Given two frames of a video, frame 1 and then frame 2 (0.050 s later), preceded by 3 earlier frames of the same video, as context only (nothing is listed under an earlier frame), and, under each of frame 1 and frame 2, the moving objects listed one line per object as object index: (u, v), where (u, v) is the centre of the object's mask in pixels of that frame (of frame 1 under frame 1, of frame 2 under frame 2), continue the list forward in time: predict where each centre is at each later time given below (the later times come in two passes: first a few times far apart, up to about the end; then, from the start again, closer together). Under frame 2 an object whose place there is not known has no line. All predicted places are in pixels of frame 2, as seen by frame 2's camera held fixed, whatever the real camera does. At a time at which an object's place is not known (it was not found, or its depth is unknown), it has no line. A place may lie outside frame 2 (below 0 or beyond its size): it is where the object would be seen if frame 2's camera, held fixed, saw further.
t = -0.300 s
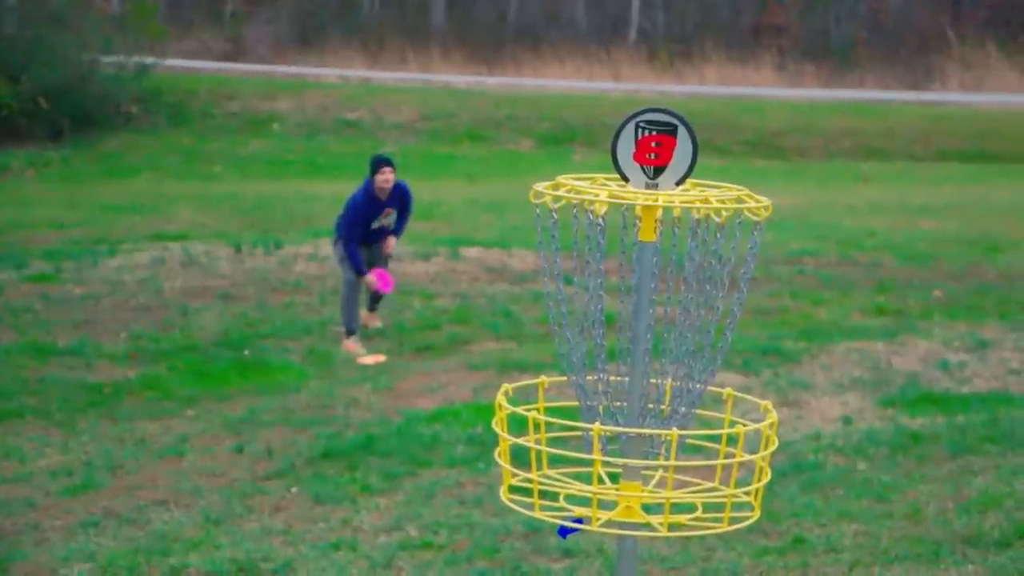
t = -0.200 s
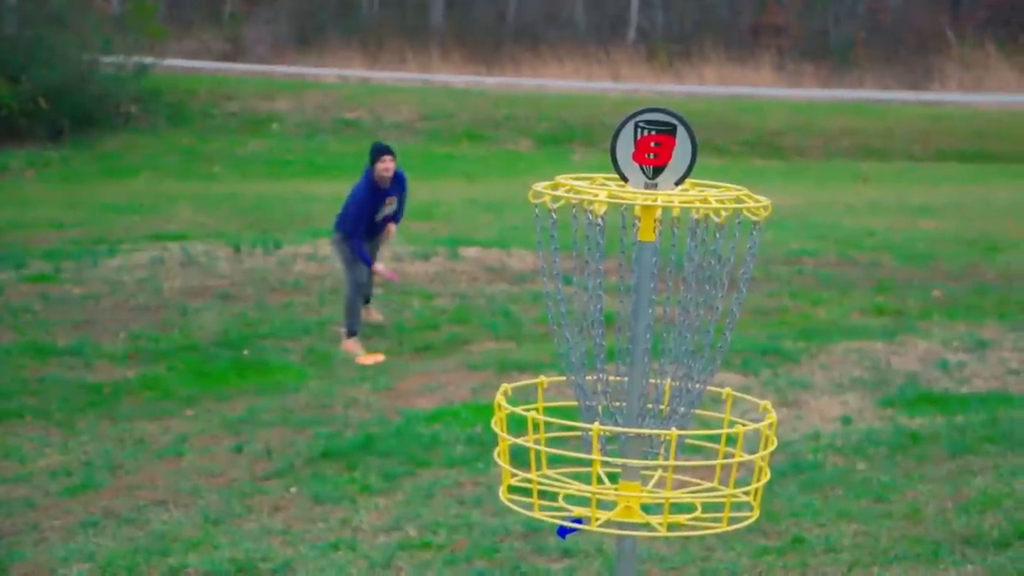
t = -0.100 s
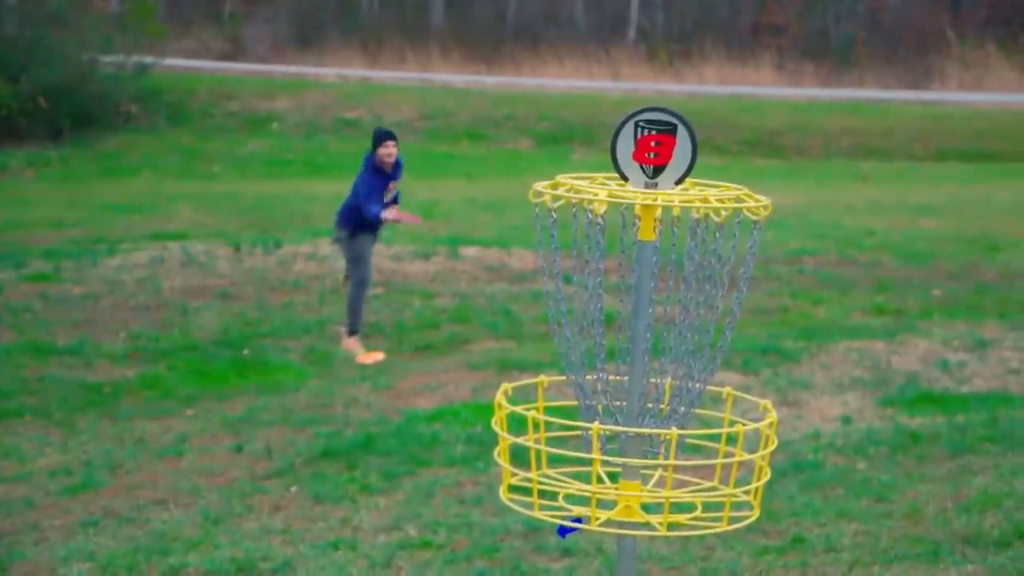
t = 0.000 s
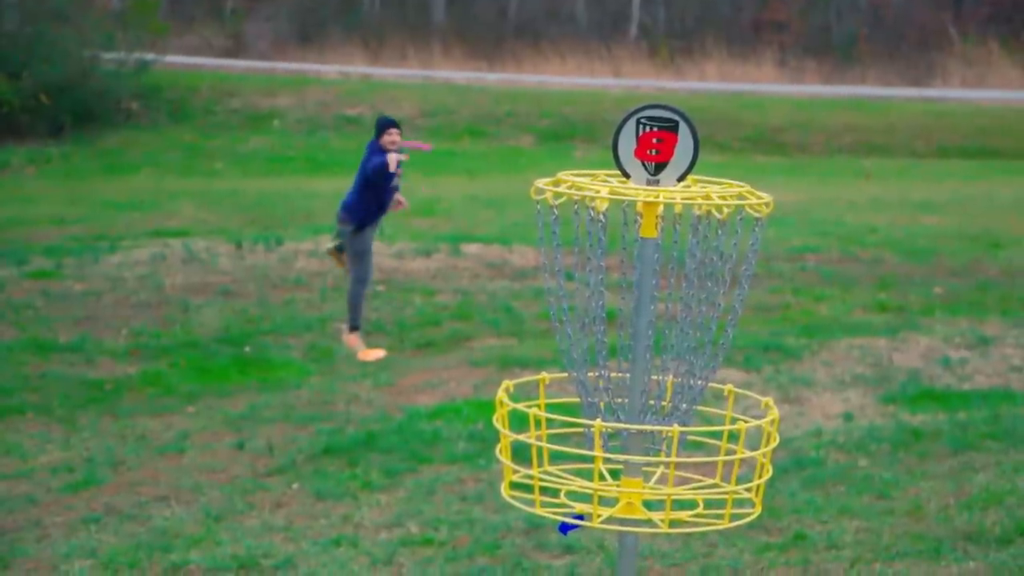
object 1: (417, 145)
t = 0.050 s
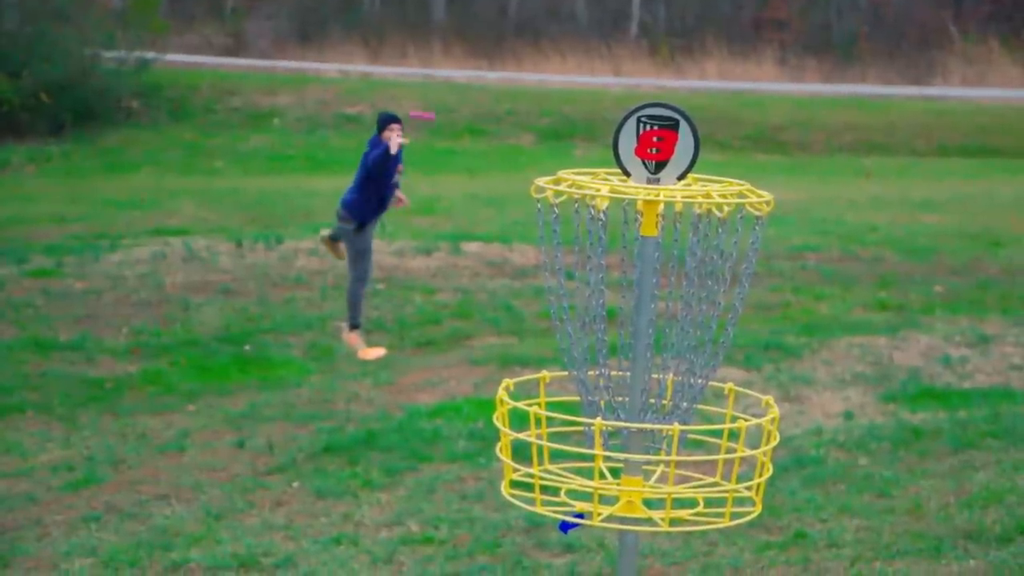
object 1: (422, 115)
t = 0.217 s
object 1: (428, 49)
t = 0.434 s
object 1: (437, 27)
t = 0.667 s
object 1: (450, 89)
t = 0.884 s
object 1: (476, 240)
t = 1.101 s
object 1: (598, 415)
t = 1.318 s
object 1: (886, 559)
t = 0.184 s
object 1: (427, 59)
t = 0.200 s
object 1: (427, 54)
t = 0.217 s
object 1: (428, 49)
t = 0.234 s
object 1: (429, 45)
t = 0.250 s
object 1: (428, 41)
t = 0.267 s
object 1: (430, 37)
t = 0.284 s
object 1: (430, 34)
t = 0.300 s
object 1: (430, 32)
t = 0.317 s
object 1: (432, 30)
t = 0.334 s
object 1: (433, 28)
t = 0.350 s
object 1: (433, 27)
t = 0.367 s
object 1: (434, 26)
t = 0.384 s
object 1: (435, 26)
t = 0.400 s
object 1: (436, 26)
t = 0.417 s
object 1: (437, 26)
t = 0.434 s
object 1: (437, 27)
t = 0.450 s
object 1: (439, 28)
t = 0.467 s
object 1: (439, 30)
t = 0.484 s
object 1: (439, 32)
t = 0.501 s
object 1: (441, 35)
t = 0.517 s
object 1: (441, 38)
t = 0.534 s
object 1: (442, 42)
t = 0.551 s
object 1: (443, 46)
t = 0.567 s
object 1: (443, 50)
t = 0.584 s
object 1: (444, 55)
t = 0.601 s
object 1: (446, 61)
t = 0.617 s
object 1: (447, 68)
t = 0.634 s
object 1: (447, 74)
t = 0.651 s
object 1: (450, 82)
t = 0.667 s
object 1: (450, 89)
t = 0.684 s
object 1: (450, 97)
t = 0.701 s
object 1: (452, 106)
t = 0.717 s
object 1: (454, 115)
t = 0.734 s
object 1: (455, 124)
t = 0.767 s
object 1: (459, 146)
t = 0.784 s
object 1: (462, 157)
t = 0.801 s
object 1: (462, 169)
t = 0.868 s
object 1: (473, 225)
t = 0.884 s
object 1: (476, 240)
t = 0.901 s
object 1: (480, 257)
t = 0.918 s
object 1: (486, 275)
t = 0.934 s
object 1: (489, 292)
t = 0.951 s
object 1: (494, 312)
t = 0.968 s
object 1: (500, 332)
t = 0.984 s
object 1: (504, 353)
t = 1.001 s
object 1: (513, 375)
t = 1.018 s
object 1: (522, 400)
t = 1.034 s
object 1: (538, 402)
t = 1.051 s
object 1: (555, 403)
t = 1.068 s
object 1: (567, 408)
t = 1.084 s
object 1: (582, 412)
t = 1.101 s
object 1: (598, 415)
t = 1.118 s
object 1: (614, 421)
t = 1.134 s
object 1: (627, 426)
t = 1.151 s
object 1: (646, 437)
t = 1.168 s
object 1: (668, 444)
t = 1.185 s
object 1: (687, 453)
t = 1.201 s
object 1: (708, 463)
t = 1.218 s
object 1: (730, 474)
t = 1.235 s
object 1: (752, 486)
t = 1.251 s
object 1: (776, 500)
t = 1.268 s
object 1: (799, 518)
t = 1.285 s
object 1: (826, 533)
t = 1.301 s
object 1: (855, 550)
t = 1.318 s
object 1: (886, 559)
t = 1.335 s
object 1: (903, 568)
